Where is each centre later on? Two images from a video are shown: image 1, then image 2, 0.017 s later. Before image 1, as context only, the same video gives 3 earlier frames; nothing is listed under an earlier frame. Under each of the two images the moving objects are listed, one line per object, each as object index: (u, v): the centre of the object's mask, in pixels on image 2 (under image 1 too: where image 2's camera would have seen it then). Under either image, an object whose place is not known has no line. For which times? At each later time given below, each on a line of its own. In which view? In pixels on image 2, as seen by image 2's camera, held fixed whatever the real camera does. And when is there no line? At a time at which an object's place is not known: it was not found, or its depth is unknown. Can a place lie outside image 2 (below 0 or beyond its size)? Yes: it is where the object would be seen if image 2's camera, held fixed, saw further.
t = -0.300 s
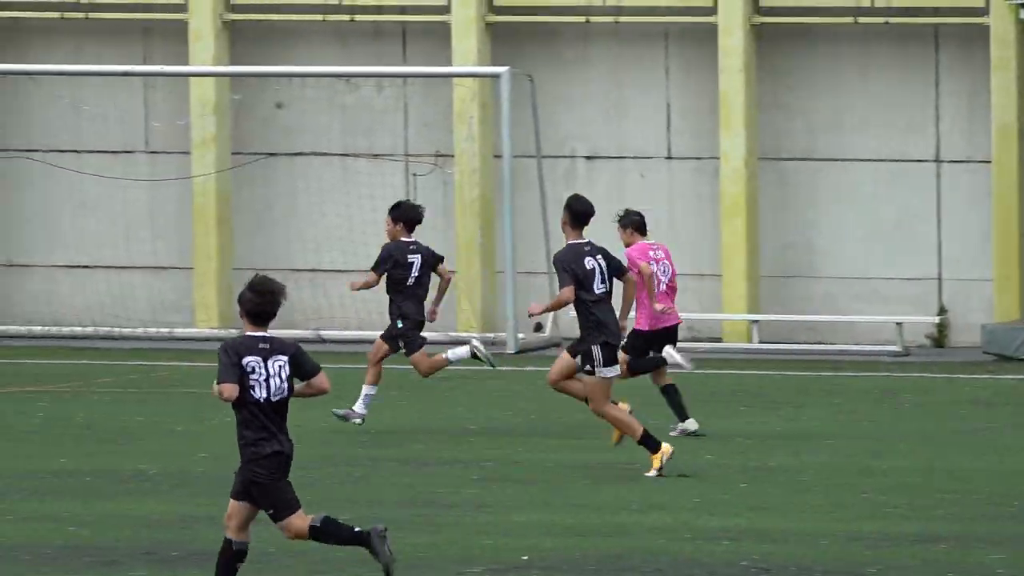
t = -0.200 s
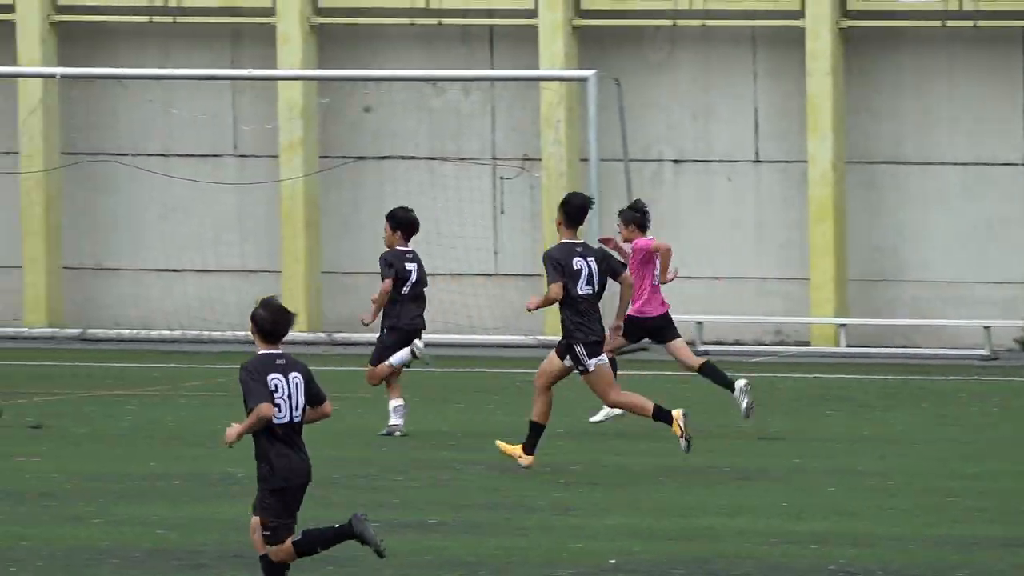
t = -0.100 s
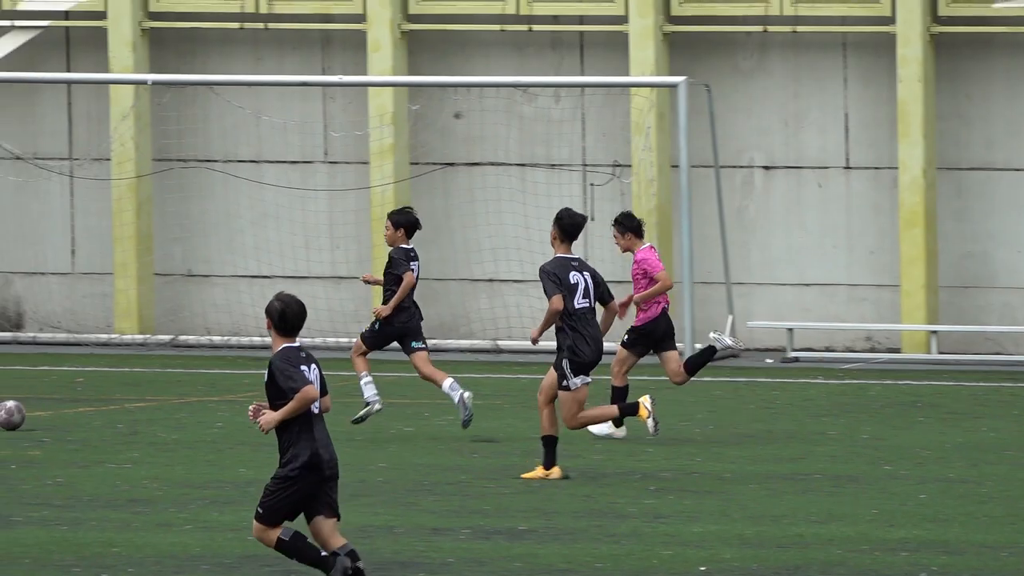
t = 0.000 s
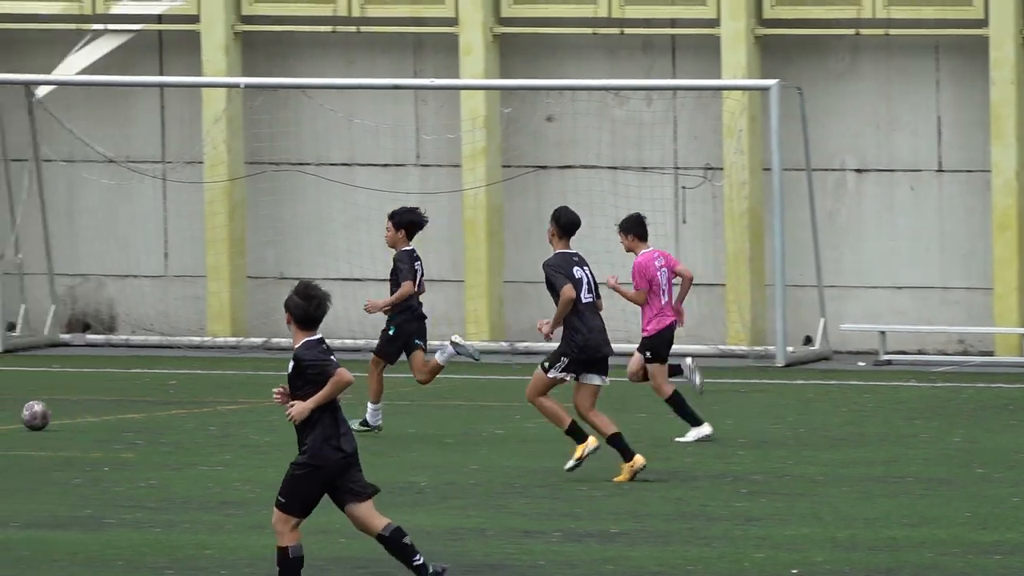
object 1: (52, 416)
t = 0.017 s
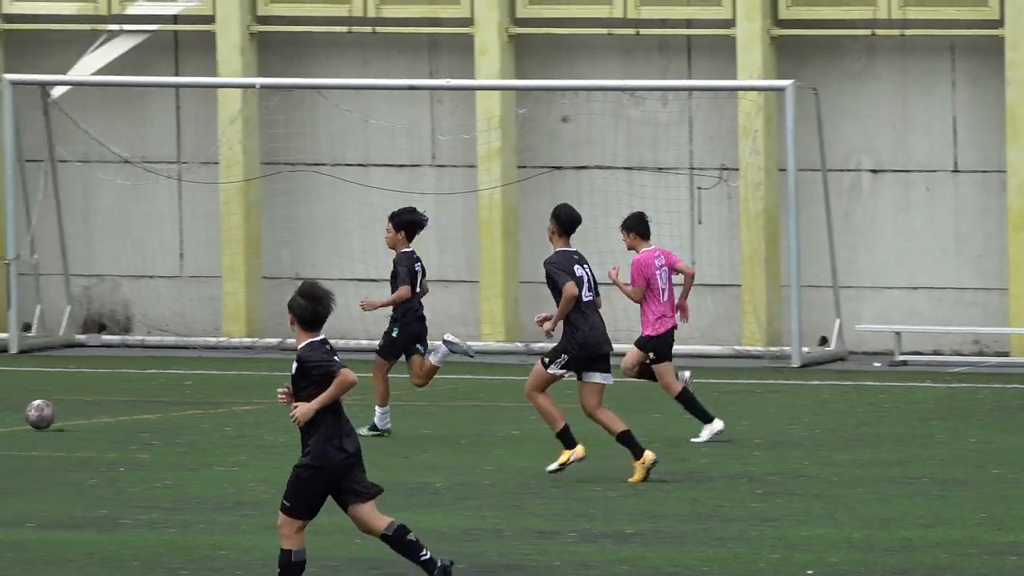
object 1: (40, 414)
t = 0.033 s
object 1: (29, 413)
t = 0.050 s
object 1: (17, 413)
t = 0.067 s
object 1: (6, 412)
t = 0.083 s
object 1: (-5, 412)
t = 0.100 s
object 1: (-17, 412)
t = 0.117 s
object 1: (-28, 414)
